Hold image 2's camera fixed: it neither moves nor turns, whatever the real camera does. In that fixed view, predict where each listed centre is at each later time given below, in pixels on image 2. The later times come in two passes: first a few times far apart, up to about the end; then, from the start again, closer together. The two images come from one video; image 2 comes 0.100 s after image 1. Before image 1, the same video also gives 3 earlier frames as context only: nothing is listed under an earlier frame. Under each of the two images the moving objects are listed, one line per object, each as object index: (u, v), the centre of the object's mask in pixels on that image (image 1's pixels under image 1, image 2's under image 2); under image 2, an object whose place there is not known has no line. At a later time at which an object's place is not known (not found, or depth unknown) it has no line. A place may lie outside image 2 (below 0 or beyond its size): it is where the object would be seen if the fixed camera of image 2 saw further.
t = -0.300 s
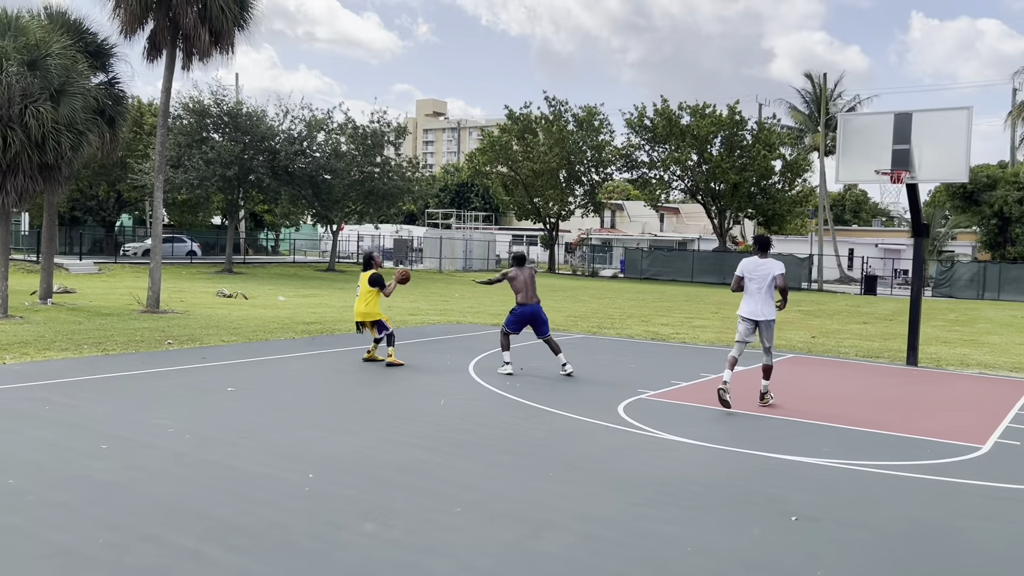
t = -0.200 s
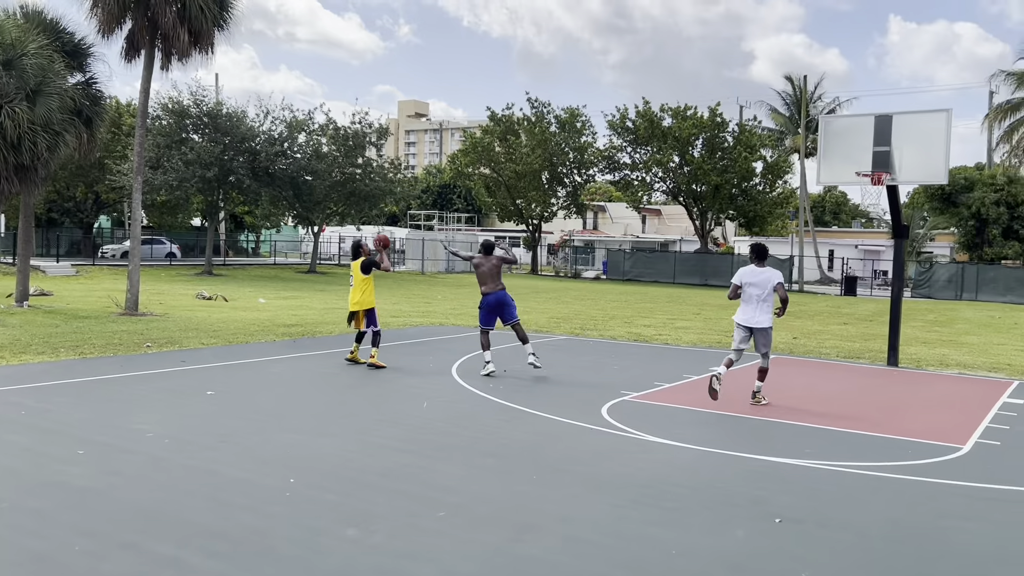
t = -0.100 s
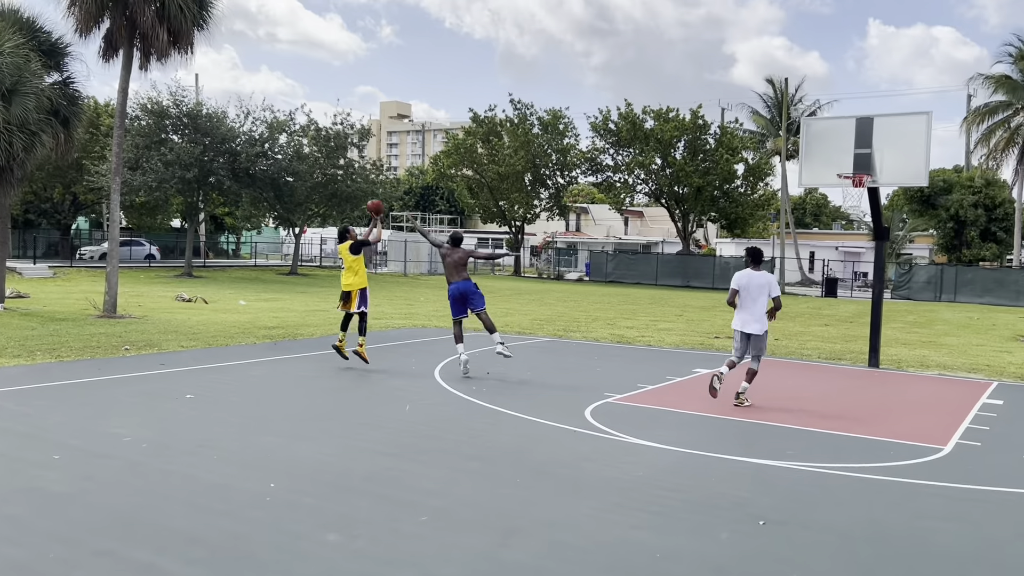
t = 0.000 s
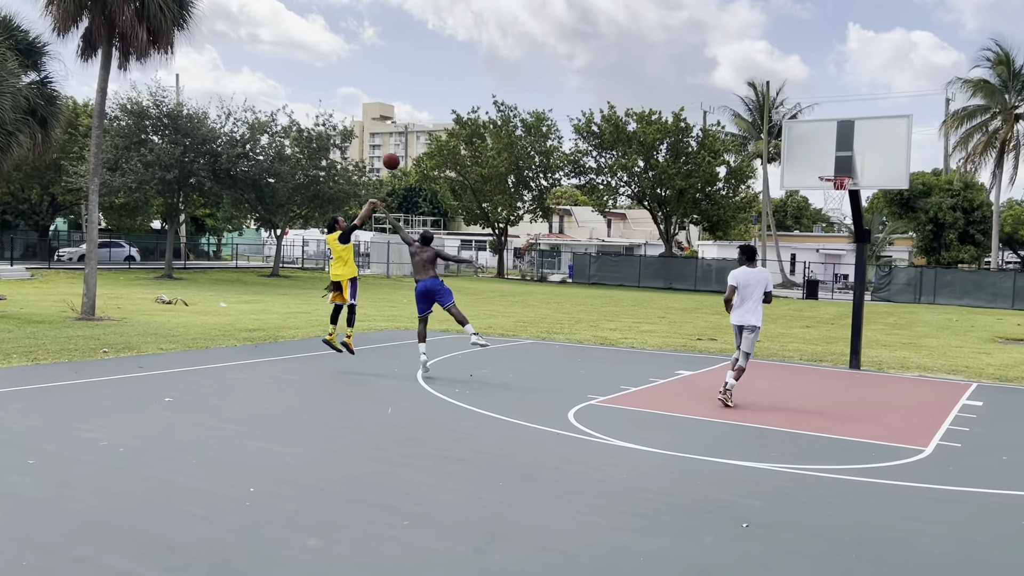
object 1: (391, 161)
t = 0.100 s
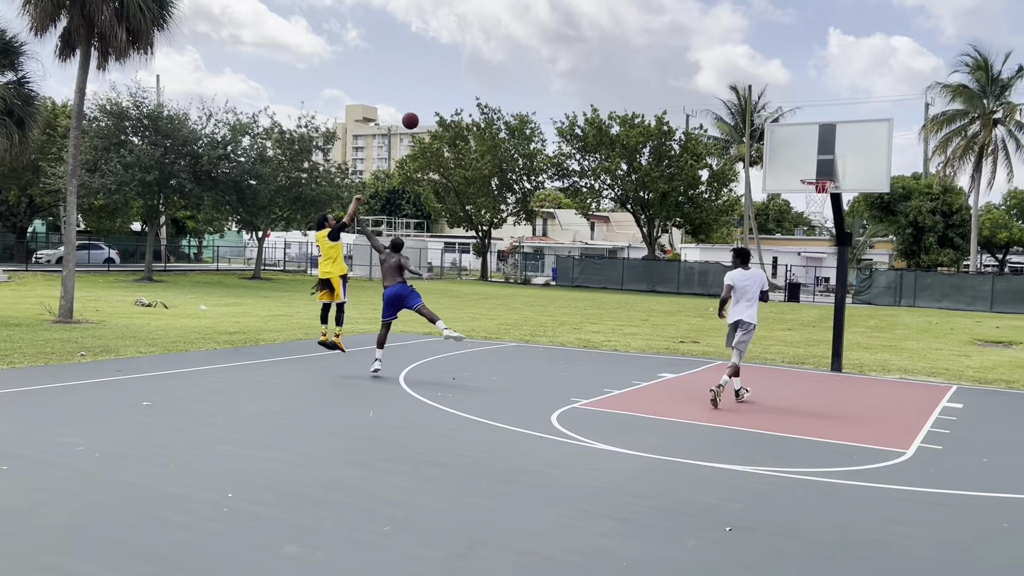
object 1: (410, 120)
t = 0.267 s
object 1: (470, 65)
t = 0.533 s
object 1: (562, 17)
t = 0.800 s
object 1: (649, 17)
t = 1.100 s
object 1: (742, 73)
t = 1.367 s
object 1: (820, 173)
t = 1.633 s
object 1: (816, 264)
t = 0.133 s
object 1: (422, 108)
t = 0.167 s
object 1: (434, 96)
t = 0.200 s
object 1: (446, 85)
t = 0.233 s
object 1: (458, 75)
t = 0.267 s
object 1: (470, 65)
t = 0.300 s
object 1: (481, 56)
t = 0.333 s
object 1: (493, 48)
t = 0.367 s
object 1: (505, 41)
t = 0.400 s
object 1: (516, 35)
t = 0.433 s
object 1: (528, 30)
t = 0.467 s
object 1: (540, 24)
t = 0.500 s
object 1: (551, 21)
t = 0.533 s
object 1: (562, 17)
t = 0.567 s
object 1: (573, 15)
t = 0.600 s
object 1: (584, 13)
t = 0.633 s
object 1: (595, 12)
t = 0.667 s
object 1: (606, 12)
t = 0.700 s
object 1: (617, 12)
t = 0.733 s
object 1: (628, 13)
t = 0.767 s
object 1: (638, 15)
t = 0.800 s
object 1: (649, 17)
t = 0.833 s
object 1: (659, 21)
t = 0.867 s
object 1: (670, 25)
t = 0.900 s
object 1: (680, 29)
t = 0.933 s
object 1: (691, 35)
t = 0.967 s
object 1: (701, 41)
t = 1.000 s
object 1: (711, 48)
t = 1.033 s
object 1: (722, 55)
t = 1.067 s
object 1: (732, 64)
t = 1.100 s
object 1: (742, 73)
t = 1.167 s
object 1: (762, 94)
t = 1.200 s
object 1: (772, 106)
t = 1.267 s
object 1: (792, 131)
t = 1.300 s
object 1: (801, 145)
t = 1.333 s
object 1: (811, 159)
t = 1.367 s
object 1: (820, 173)
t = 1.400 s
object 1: (823, 187)
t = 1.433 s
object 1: (822, 199)
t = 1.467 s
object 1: (821, 209)
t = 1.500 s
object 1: (818, 218)
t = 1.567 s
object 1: (815, 239)
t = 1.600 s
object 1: (818, 252)
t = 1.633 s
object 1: (816, 264)
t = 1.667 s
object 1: (814, 278)
